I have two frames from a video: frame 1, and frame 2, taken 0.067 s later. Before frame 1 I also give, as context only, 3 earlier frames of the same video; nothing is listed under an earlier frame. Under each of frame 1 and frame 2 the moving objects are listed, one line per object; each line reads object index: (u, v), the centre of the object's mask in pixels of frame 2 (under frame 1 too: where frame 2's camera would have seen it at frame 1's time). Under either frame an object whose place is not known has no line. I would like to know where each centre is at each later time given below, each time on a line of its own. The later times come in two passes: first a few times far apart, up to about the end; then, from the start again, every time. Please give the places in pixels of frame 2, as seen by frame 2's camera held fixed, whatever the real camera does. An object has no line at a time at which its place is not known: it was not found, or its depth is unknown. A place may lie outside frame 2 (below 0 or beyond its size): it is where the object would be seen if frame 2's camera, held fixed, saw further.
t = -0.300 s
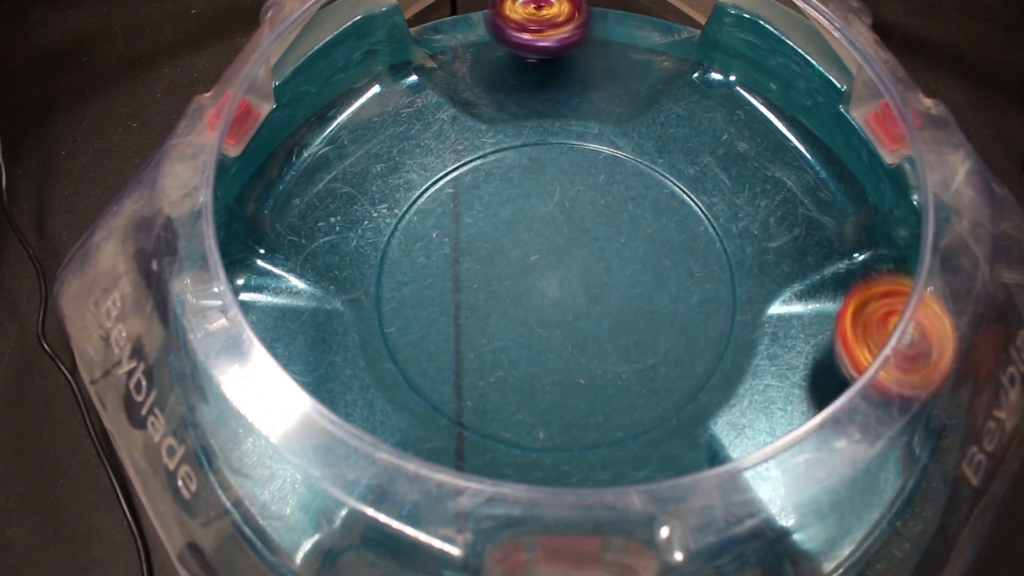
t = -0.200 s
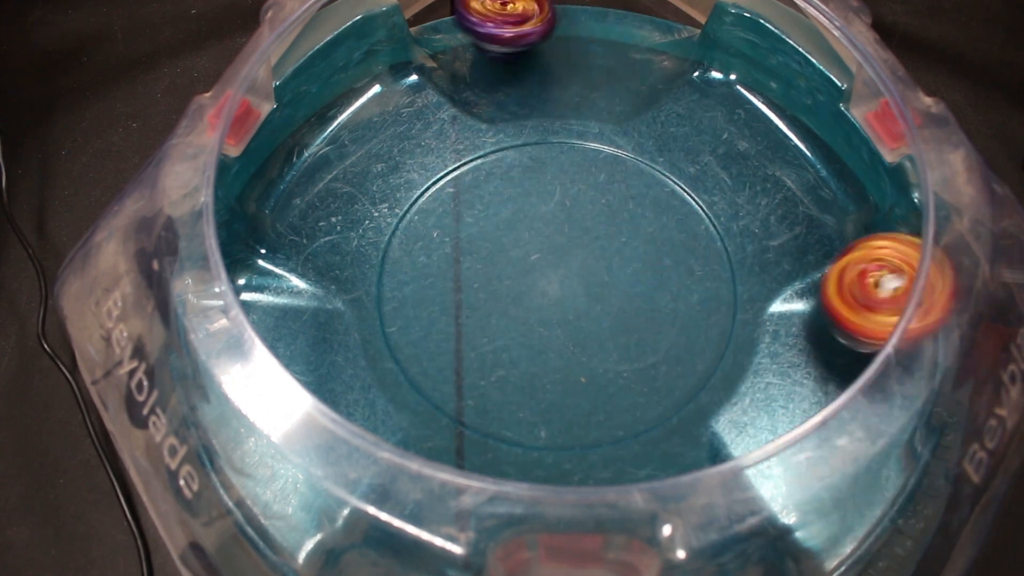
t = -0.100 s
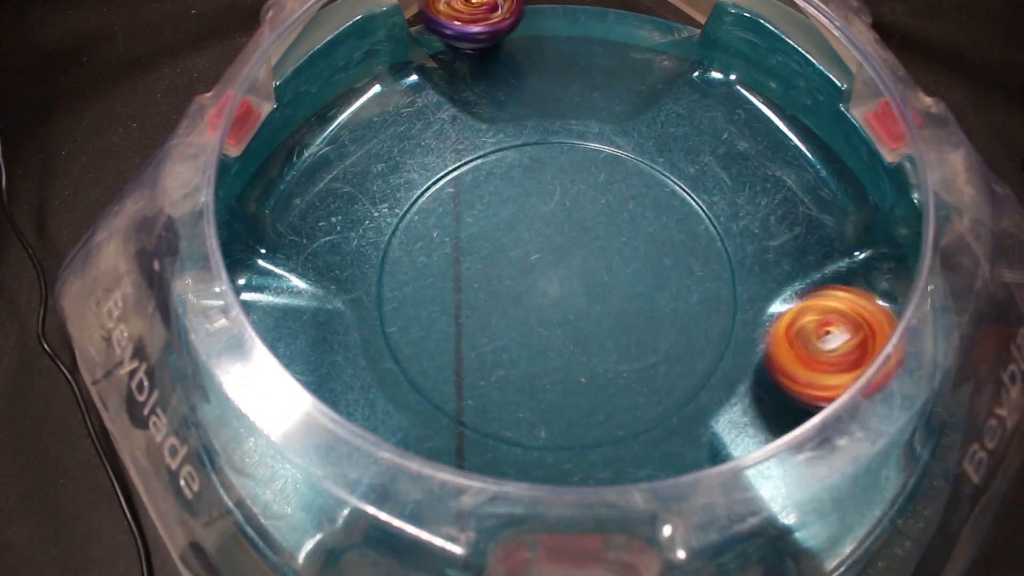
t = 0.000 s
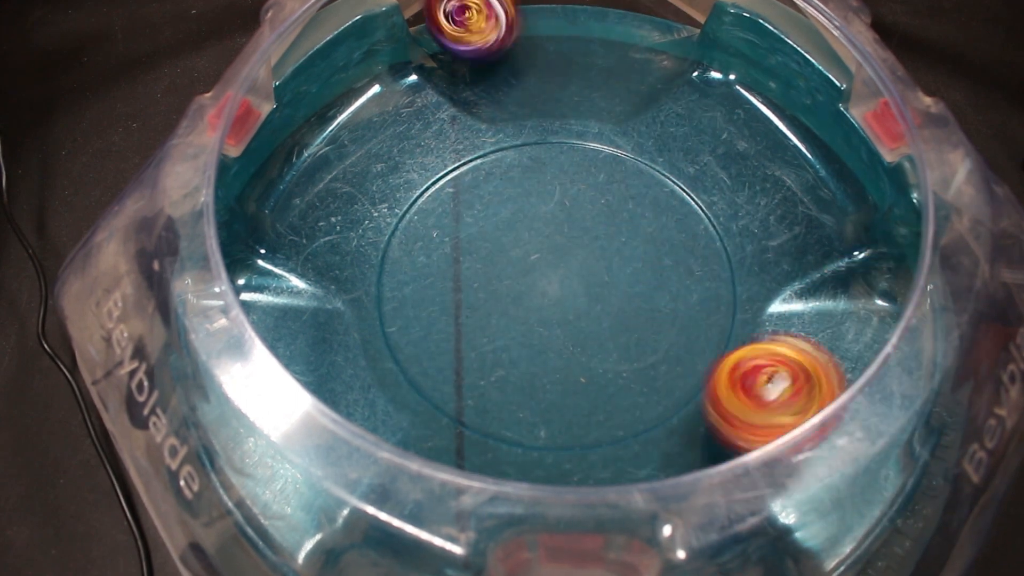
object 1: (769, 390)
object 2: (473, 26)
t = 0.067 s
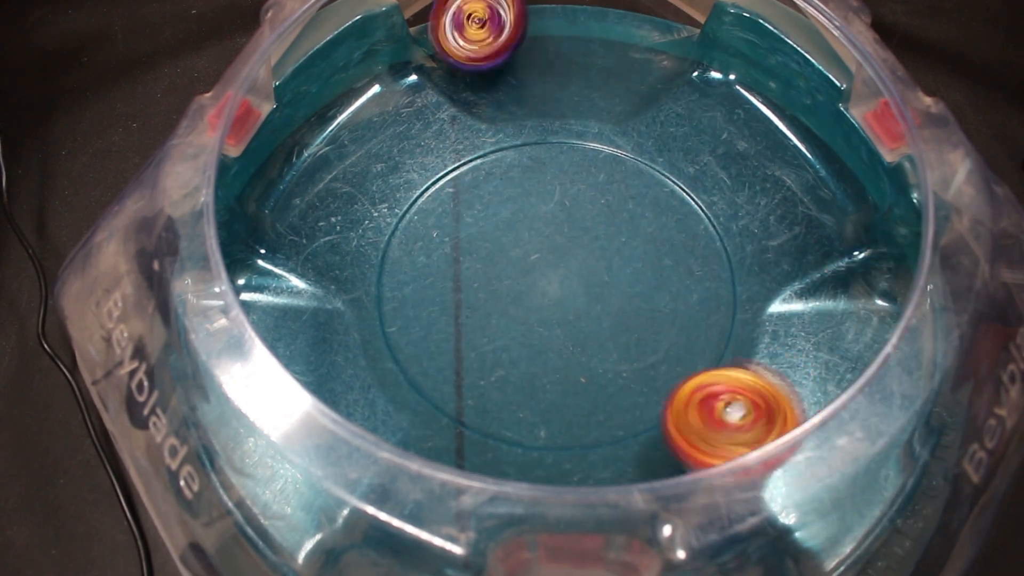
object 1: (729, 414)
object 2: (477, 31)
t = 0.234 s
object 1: (670, 426)
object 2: (521, 54)
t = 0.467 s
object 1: (545, 311)
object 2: (508, 155)
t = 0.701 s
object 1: (405, 262)
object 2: (536, 174)
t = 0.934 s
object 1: (396, 248)
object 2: (589, 215)
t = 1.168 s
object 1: (530, 245)
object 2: (591, 323)
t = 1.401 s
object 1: (652, 212)
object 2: (574, 340)
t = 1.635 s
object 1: (702, 213)
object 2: (558, 274)
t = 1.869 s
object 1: (650, 259)
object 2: (569, 210)
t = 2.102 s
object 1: (580, 319)
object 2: (567, 212)
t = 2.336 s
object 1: (511, 282)
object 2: (582, 218)
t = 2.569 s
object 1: (492, 241)
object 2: (577, 211)
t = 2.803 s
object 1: (517, 233)
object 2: (605, 231)
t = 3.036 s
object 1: (503, 248)
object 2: (599, 259)
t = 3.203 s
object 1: (513, 266)
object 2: (613, 268)
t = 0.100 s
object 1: (716, 424)
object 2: (483, 29)
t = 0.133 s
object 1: (705, 430)
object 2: (497, 27)
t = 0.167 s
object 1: (693, 431)
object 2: (514, 35)
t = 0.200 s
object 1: (683, 429)
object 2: (521, 44)
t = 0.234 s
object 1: (670, 426)
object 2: (521, 54)
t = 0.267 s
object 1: (658, 418)
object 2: (523, 59)
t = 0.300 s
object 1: (641, 405)
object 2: (528, 68)
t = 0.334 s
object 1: (626, 389)
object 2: (533, 74)
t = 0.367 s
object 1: (607, 371)
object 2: (534, 88)
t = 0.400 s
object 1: (587, 352)
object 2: (529, 109)
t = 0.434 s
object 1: (566, 332)
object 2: (517, 134)
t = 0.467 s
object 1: (545, 311)
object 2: (508, 155)
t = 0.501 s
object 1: (523, 290)
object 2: (499, 179)
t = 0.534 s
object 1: (503, 277)
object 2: (497, 189)
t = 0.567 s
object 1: (485, 274)
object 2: (498, 186)
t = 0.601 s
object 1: (467, 270)
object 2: (500, 183)
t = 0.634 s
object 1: (443, 268)
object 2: (512, 178)
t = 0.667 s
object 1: (422, 266)
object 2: (525, 175)
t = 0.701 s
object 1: (405, 262)
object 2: (536, 174)
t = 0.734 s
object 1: (390, 258)
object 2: (544, 174)
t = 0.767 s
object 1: (388, 260)
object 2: (551, 176)
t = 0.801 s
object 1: (380, 258)
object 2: (558, 180)
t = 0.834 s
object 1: (380, 253)
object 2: (569, 182)
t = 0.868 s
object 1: (384, 254)
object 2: (575, 191)
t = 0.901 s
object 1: (384, 250)
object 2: (581, 202)
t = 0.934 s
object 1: (396, 248)
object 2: (589, 215)
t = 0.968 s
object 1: (413, 257)
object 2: (593, 232)
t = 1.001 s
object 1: (421, 255)
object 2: (592, 244)
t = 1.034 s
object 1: (444, 252)
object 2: (594, 261)
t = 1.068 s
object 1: (468, 253)
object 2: (594, 280)
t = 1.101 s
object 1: (484, 253)
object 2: (588, 296)
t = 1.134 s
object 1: (505, 250)
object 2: (586, 309)
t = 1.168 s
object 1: (530, 245)
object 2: (591, 323)
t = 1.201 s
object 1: (552, 237)
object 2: (596, 331)
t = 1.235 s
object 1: (569, 235)
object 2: (596, 339)
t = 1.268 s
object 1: (587, 230)
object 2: (594, 342)
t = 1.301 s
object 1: (603, 223)
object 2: (591, 345)
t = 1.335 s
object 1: (623, 219)
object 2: (586, 347)
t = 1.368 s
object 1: (640, 216)
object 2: (579, 344)
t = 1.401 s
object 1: (652, 212)
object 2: (574, 340)
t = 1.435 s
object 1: (668, 208)
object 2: (573, 338)
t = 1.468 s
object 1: (681, 208)
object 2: (567, 326)
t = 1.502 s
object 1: (686, 208)
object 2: (563, 311)
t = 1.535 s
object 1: (696, 204)
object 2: (556, 299)
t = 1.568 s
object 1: (703, 208)
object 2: (552, 290)
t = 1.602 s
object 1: (702, 213)
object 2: (556, 284)
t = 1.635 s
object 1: (702, 213)
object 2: (558, 274)
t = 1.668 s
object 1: (705, 220)
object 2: (560, 261)
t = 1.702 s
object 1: (698, 226)
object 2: (561, 250)
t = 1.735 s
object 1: (688, 230)
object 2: (560, 238)
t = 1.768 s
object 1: (685, 235)
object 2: (561, 228)
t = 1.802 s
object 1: (672, 245)
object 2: (567, 223)
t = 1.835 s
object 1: (655, 252)
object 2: (569, 216)
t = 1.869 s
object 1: (650, 259)
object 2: (569, 210)
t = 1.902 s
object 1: (637, 270)
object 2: (569, 206)
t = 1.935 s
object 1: (626, 277)
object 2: (572, 205)
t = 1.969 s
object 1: (623, 284)
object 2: (573, 205)
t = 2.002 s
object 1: (617, 295)
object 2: (573, 208)
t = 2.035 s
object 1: (604, 306)
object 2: (570, 209)
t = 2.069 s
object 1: (589, 315)
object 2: (568, 211)
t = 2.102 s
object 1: (580, 319)
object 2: (567, 212)
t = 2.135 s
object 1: (573, 323)
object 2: (567, 212)
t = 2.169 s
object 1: (568, 322)
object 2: (568, 213)
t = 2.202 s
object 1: (558, 317)
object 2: (570, 215)
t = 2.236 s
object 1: (545, 311)
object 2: (573, 216)
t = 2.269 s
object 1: (528, 301)
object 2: (576, 217)
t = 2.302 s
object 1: (518, 291)
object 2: (579, 218)
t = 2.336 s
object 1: (511, 282)
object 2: (582, 218)
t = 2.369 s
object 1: (508, 277)
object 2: (583, 217)
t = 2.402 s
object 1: (497, 269)
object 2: (580, 214)
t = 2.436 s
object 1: (487, 259)
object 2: (576, 211)
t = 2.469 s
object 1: (481, 248)
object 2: (575, 210)
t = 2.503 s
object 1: (483, 241)
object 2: (575, 209)
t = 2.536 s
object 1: (488, 239)
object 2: (575, 210)
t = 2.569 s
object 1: (492, 241)
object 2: (577, 211)
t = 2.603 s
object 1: (492, 242)
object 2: (580, 213)
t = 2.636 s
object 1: (492, 239)
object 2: (582, 216)
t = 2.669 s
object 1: (498, 233)
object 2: (584, 220)
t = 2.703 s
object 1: (509, 229)
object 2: (591, 226)
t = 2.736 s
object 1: (511, 227)
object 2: (595, 232)
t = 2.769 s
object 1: (513, 227)
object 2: (598, 233)
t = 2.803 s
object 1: (517, 233)
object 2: (605, 231)
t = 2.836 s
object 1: (512, 235)
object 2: (607, 234)
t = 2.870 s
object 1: (508, 235)
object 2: (604, 239)
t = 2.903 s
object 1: (506, 237)
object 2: (599, 246)
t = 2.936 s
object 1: (504, 237)
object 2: (597, 249)
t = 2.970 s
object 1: (506, 240)
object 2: (599, 254)
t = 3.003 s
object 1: (505, 245)
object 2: (599, 257)
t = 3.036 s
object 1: (503, 248)
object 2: (599, 259)
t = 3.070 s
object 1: (503, 252)
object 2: (600, 263)
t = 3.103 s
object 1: (503, 256)
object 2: (604, 267)
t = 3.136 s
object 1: (505, 257)
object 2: (609, 268)
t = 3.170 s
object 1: (513, 261)
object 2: (612, 269)
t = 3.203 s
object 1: (513, 266)
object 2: (613, 268)
